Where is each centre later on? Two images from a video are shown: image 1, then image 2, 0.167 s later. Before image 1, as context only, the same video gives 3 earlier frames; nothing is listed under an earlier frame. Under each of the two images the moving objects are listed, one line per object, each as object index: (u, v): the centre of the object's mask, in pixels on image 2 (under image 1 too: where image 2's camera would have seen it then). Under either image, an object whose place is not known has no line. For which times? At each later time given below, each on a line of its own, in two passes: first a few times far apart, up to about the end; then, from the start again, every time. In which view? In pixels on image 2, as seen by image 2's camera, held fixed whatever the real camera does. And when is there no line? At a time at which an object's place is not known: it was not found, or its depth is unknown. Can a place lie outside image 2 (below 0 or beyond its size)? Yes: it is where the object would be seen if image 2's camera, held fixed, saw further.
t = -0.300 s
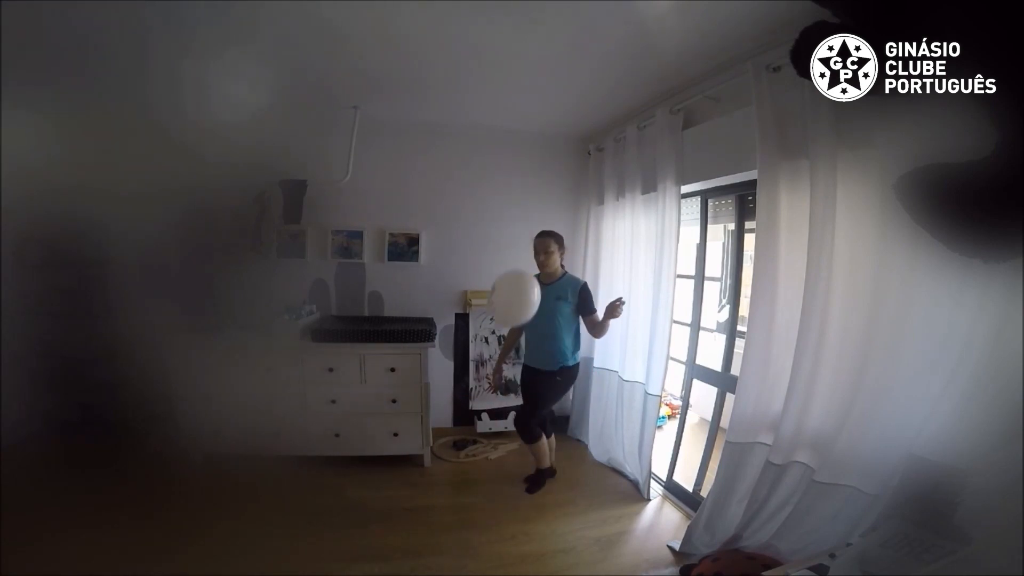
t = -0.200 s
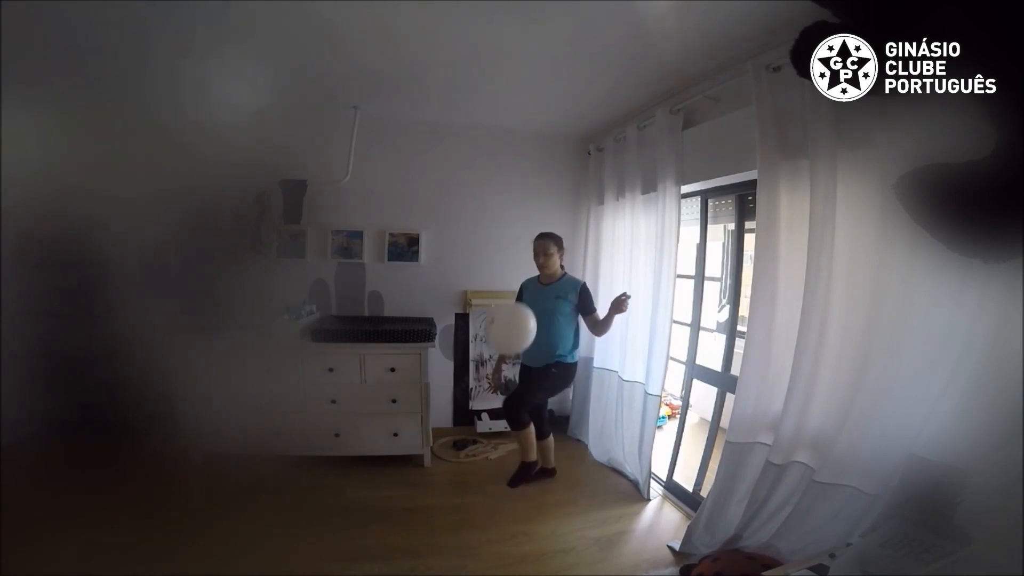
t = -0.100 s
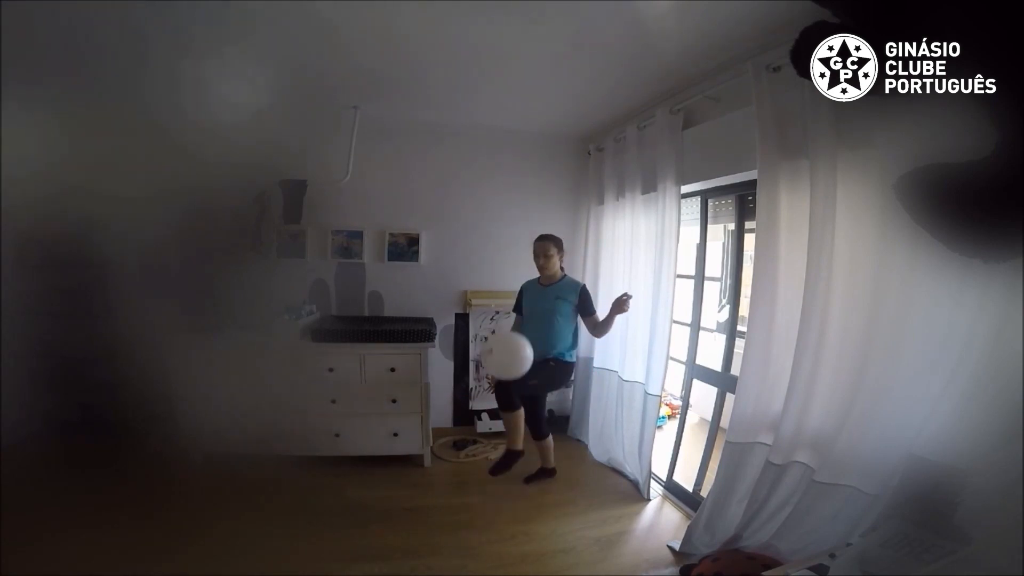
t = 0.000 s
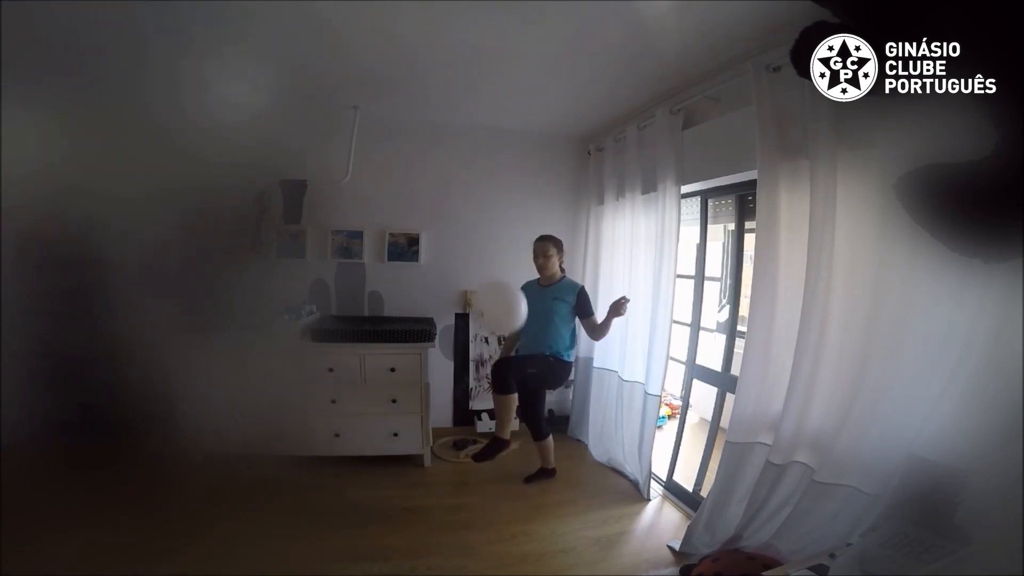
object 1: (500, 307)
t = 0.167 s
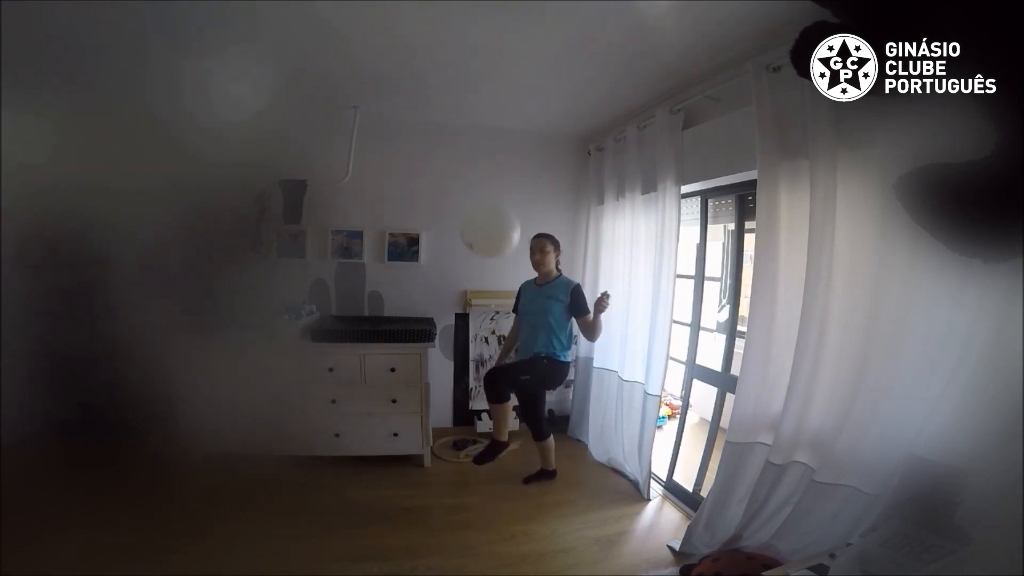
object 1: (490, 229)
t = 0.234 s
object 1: (487, 204)
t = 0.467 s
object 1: (488, 151)
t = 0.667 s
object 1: (488, 140)
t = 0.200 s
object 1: (488, 218)
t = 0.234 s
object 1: (487, 204)
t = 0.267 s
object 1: (487, 192)
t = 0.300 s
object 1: (487, 182)
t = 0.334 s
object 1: (487, 174)
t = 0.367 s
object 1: (487, 166)
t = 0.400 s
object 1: (488, 159)
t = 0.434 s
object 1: (487, 155)
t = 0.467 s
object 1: (488, 151)
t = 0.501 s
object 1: (488, 149)
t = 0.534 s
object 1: (489, 144)
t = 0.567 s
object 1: (489, 142)
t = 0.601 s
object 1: (489, 141)
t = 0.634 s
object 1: (487, 140)
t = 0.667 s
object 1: (488, 140)
